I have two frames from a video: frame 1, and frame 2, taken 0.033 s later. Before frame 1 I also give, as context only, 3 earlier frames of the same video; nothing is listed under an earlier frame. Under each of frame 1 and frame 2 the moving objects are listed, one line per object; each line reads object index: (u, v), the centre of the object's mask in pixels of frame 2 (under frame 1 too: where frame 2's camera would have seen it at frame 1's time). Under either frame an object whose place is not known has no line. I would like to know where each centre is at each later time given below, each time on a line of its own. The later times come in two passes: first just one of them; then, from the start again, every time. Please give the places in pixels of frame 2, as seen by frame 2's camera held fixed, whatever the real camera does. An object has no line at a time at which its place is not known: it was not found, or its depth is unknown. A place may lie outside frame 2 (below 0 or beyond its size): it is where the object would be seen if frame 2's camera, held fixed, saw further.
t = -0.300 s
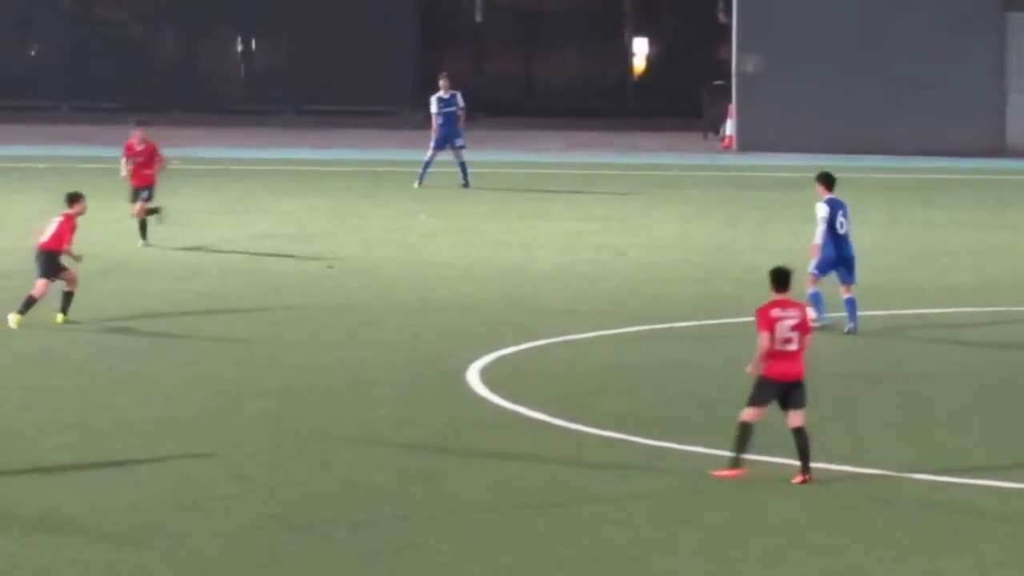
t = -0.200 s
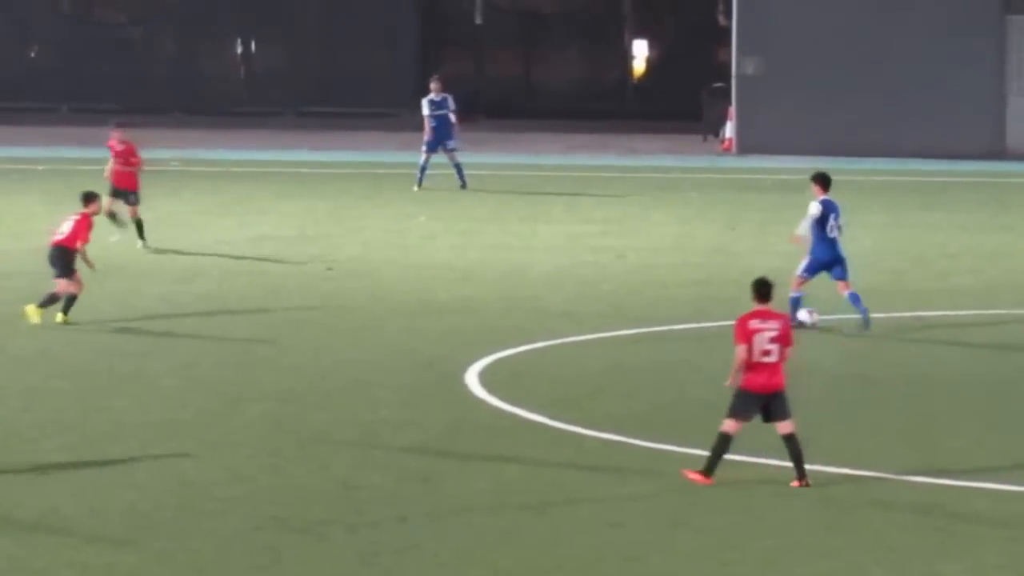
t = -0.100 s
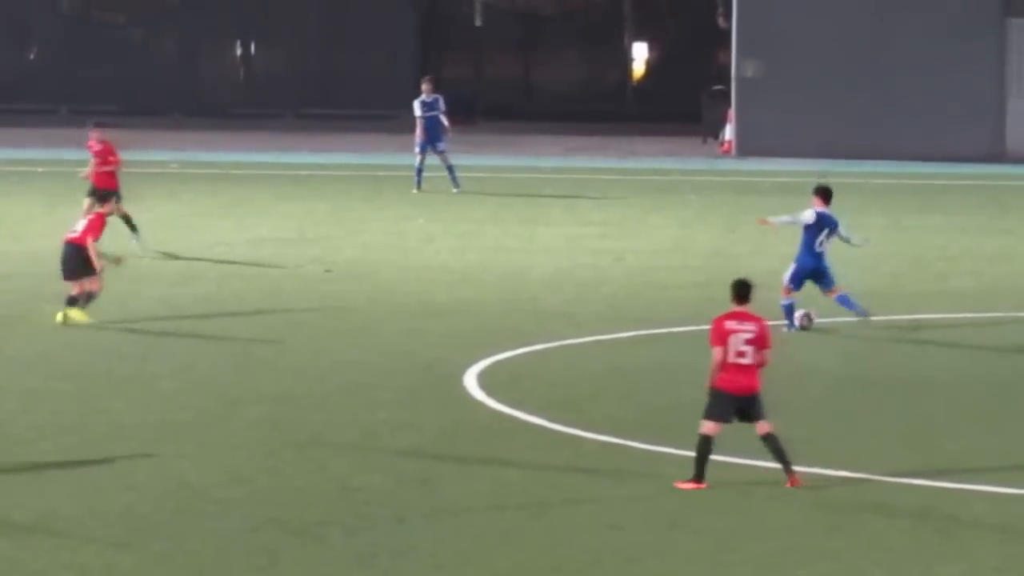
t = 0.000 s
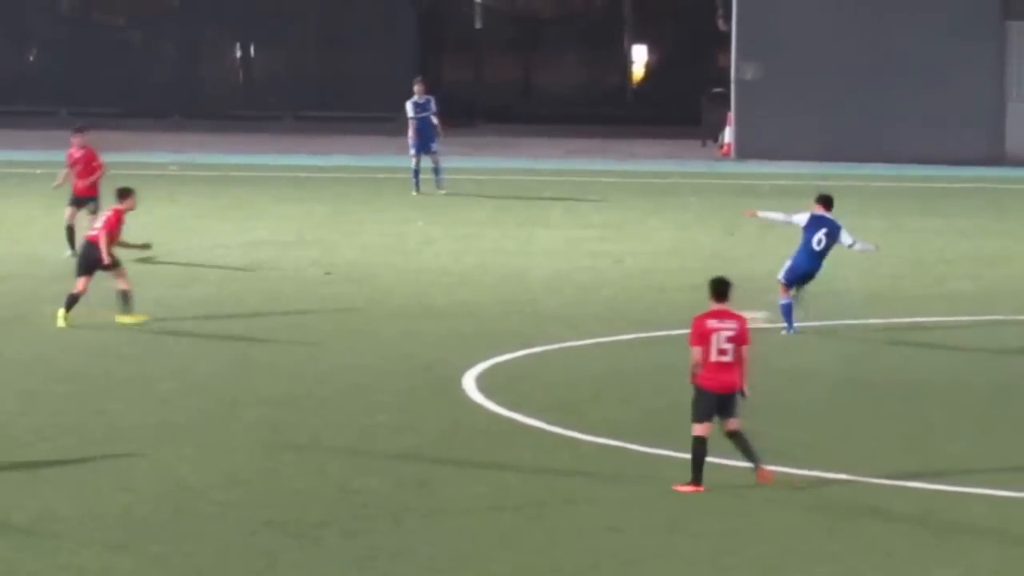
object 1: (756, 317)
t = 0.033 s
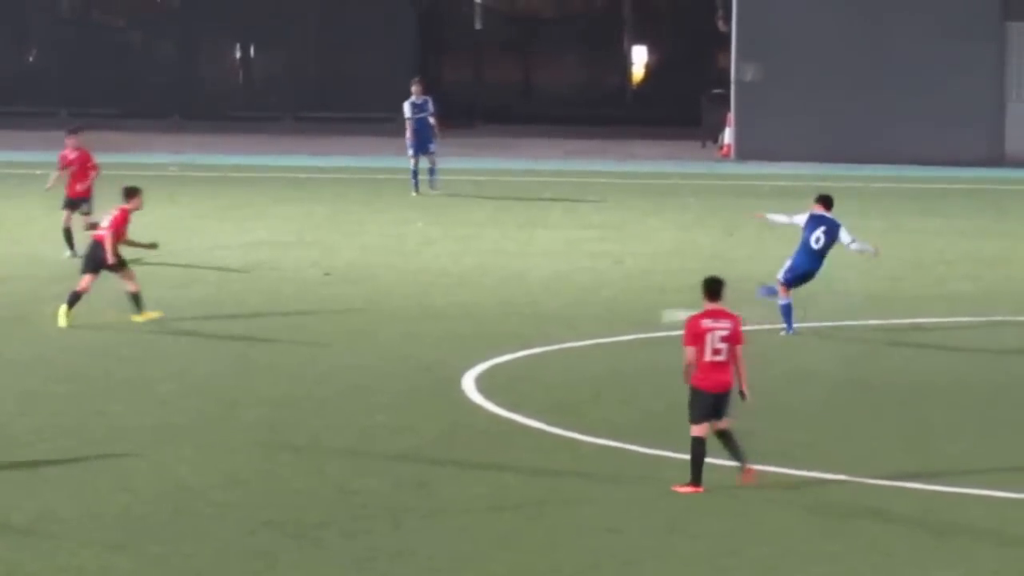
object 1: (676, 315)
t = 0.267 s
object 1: (357, 303)
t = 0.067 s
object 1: (640, 314)
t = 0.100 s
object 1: (589, 312)
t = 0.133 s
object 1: (540, 311)
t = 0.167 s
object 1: (492, 308)
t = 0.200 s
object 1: (448, 307)
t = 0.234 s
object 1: (401, 305)
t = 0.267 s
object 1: (357, 303)
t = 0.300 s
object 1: (332, 301)
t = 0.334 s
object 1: (278, 300)
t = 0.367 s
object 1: (250, 299)
